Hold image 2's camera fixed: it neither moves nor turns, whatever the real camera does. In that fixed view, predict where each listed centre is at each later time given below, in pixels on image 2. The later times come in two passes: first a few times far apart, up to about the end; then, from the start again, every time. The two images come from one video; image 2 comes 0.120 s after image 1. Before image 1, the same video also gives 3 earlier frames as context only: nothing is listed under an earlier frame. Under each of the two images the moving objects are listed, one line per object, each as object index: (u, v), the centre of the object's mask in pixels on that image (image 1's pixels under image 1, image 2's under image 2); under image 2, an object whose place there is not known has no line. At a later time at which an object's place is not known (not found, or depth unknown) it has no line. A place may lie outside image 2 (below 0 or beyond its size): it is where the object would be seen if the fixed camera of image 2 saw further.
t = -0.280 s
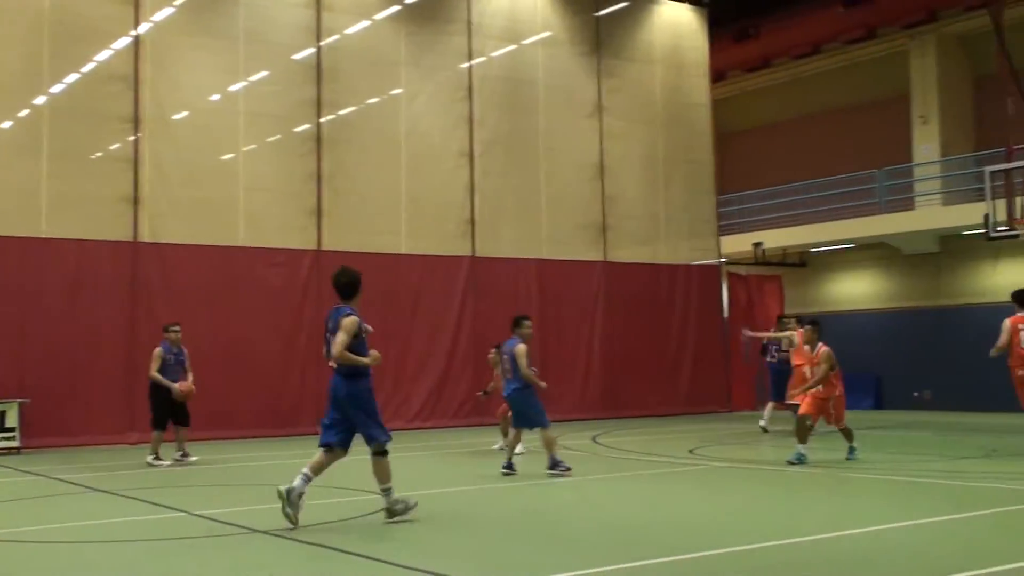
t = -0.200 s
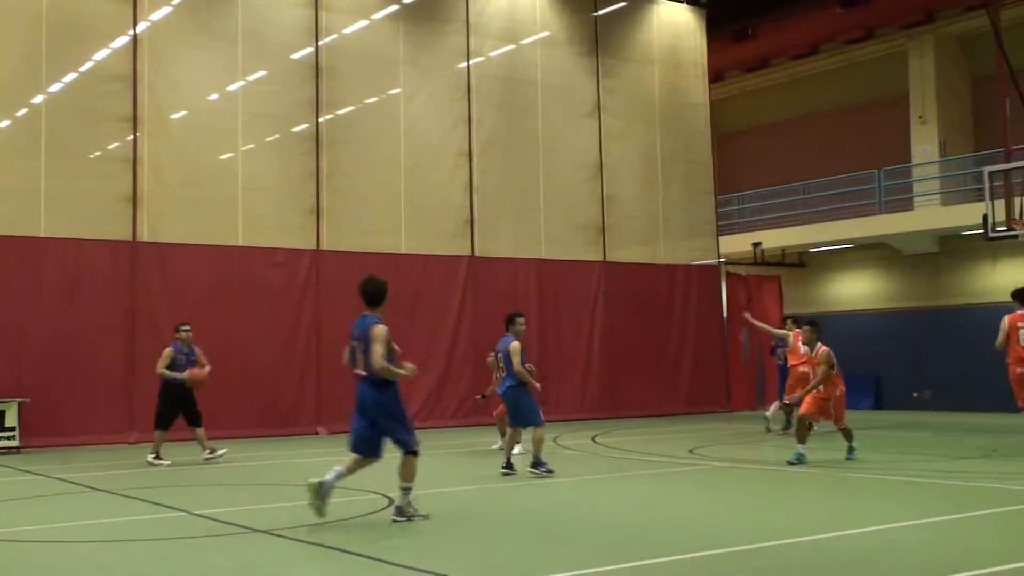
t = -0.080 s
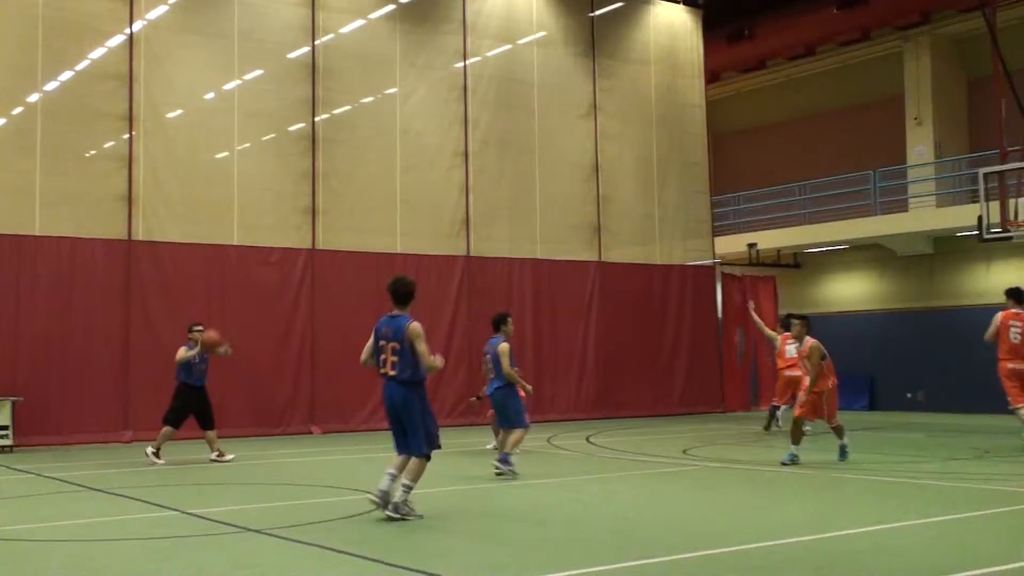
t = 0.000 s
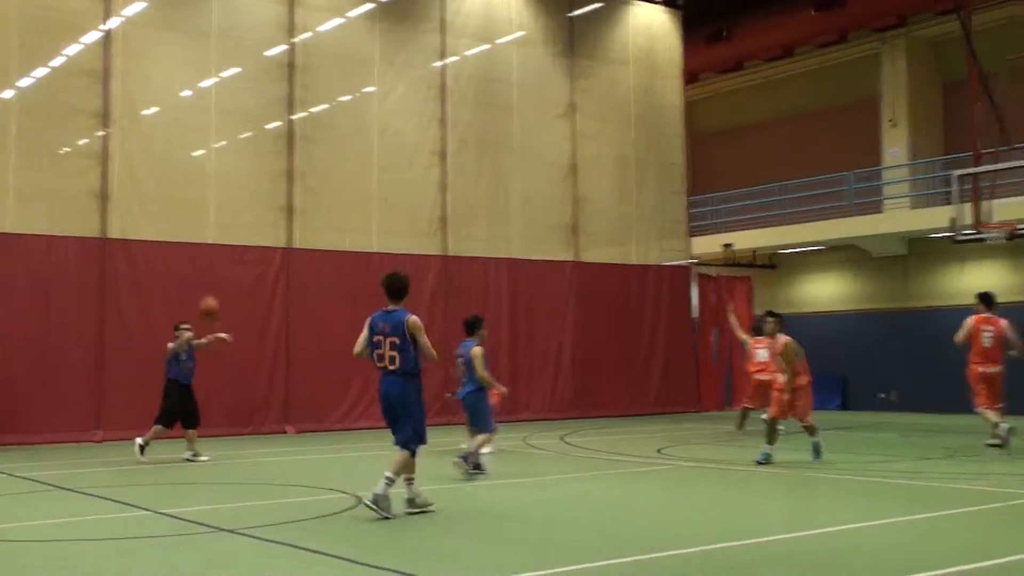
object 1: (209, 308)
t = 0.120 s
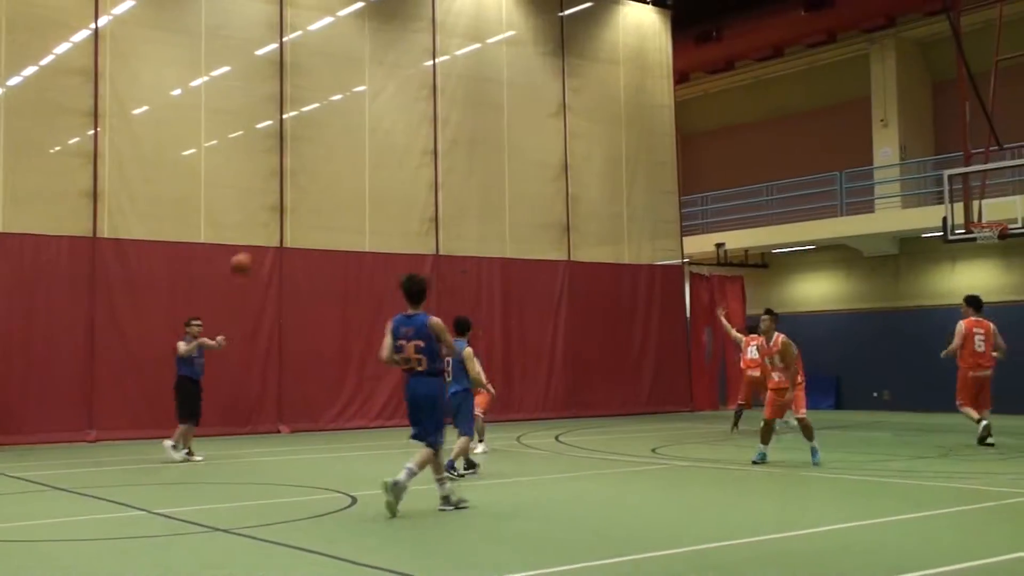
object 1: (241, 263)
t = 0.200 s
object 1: (269, 242)
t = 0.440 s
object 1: (361, 200)
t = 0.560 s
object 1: (414, 197)
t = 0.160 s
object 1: (253, 254)
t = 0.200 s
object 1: (269, 242)
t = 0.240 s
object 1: (283, 232)
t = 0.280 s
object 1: (298, 223)
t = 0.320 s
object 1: (313, 215)
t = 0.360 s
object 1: (328, 209)
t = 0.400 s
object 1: (344, 204)
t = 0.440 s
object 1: (361, 200)
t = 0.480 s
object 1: (378, 198)
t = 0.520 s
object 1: (396, 196)
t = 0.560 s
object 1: (414, 197)
